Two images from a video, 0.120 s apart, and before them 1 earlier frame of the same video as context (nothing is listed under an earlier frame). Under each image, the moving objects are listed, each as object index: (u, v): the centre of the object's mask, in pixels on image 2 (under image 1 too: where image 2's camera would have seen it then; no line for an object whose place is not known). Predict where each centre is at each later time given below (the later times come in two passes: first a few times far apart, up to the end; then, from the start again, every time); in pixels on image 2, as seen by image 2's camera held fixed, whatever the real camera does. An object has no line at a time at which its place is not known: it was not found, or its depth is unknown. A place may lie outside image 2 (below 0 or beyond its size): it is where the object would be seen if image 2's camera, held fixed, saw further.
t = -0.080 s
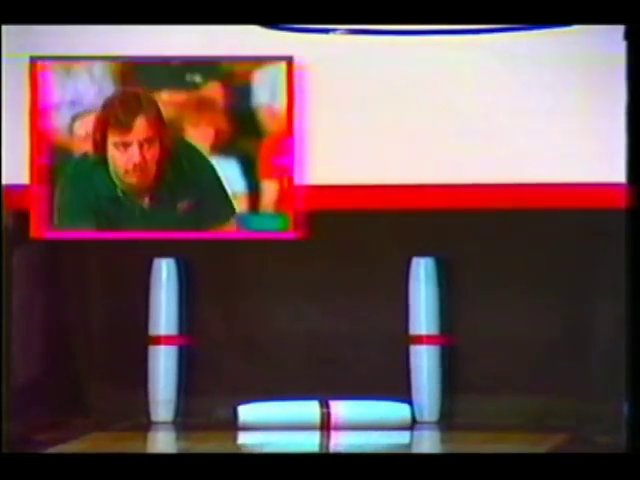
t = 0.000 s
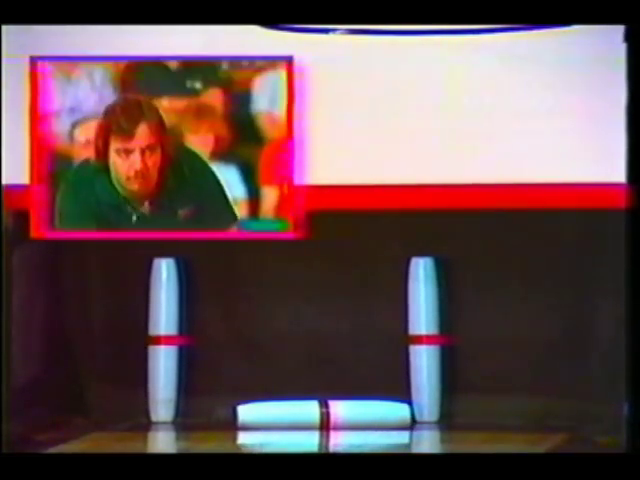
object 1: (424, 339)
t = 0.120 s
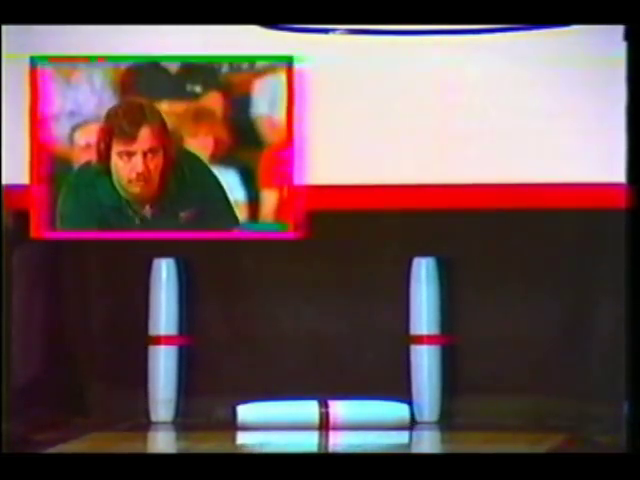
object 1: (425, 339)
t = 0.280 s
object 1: (426, 339)
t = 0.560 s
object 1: (426, 339)
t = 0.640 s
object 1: (431, 345)
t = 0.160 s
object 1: (426, 339)
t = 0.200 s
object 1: (427, 339)
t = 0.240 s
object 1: (427, 339)
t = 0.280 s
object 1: (426, 339)
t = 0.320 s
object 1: (425, 339)
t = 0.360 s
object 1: (425, 339)
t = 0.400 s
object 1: (425, 339)
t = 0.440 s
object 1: (425, 339)
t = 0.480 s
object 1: (425, 339)
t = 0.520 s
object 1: (424, 339)
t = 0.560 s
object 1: (426, 339)
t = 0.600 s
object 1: (426, 339)
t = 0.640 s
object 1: (431, 345)
